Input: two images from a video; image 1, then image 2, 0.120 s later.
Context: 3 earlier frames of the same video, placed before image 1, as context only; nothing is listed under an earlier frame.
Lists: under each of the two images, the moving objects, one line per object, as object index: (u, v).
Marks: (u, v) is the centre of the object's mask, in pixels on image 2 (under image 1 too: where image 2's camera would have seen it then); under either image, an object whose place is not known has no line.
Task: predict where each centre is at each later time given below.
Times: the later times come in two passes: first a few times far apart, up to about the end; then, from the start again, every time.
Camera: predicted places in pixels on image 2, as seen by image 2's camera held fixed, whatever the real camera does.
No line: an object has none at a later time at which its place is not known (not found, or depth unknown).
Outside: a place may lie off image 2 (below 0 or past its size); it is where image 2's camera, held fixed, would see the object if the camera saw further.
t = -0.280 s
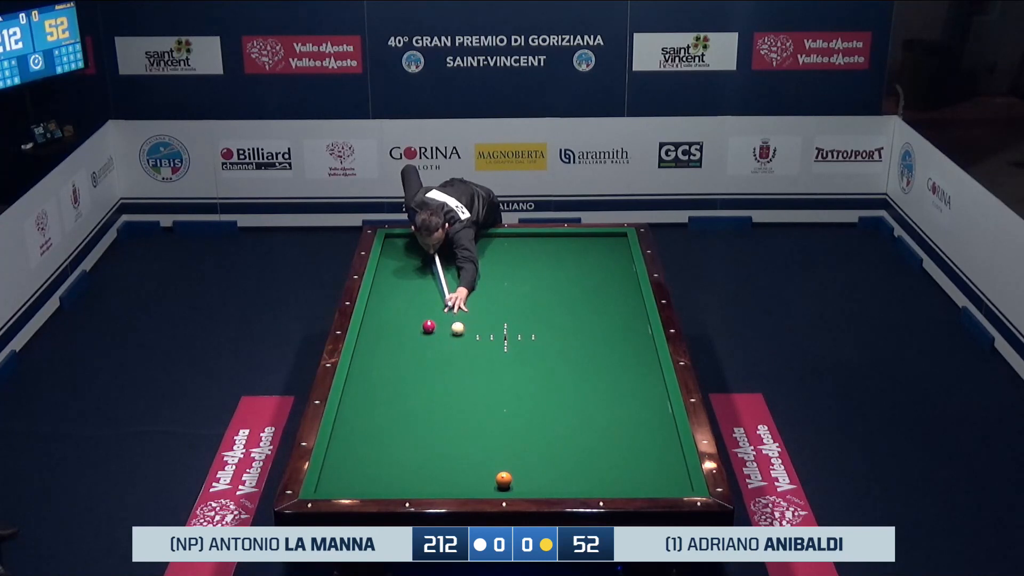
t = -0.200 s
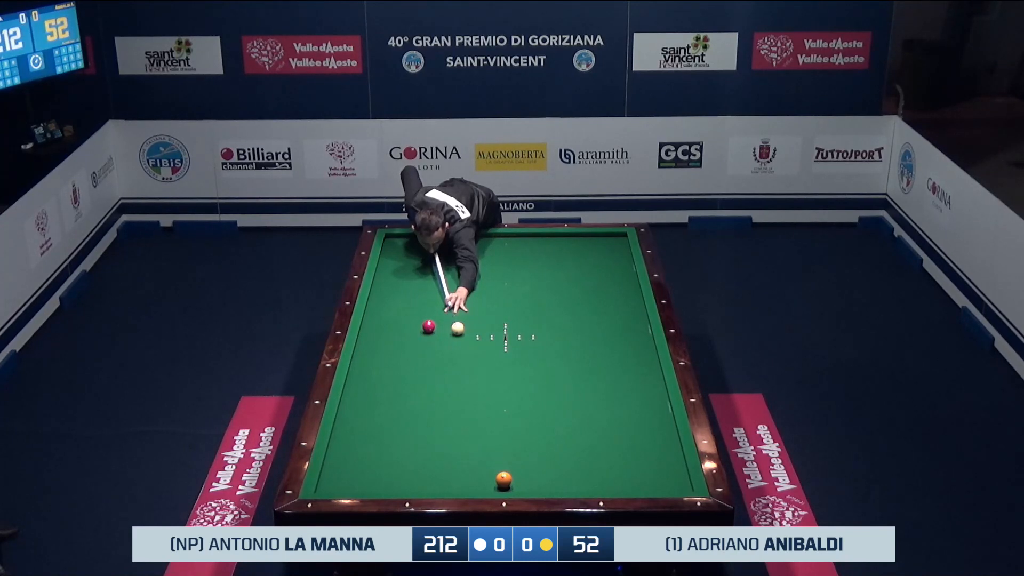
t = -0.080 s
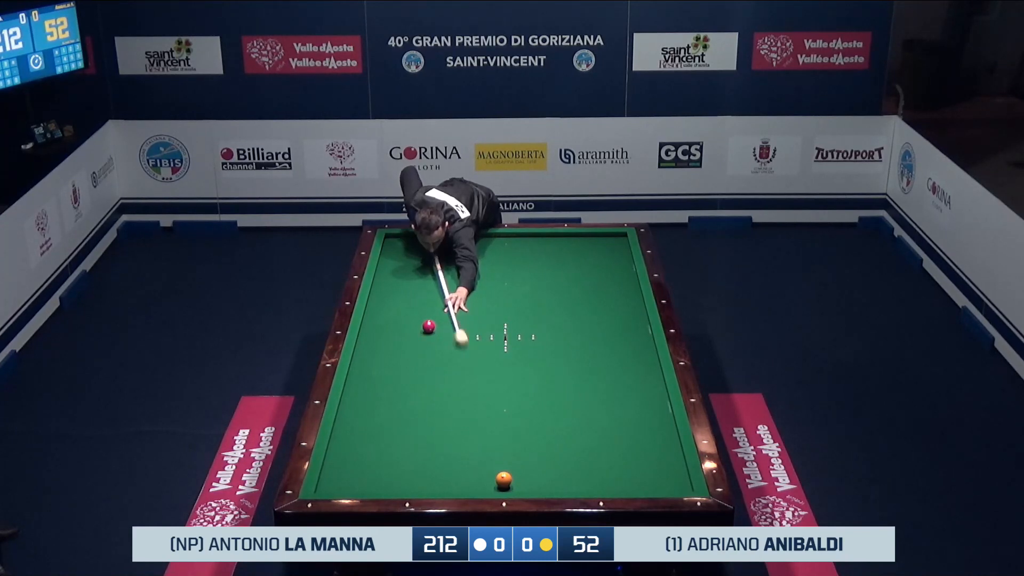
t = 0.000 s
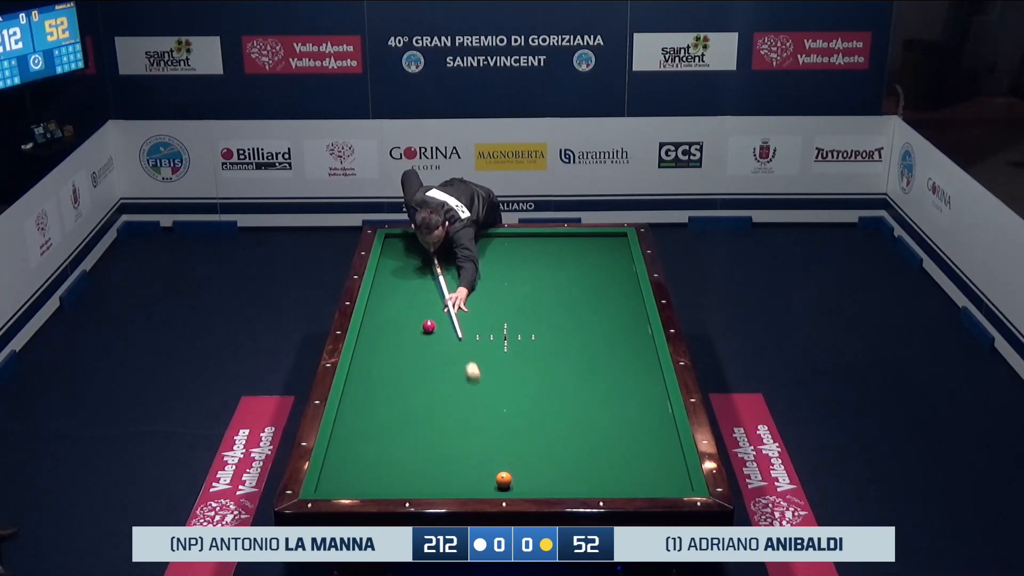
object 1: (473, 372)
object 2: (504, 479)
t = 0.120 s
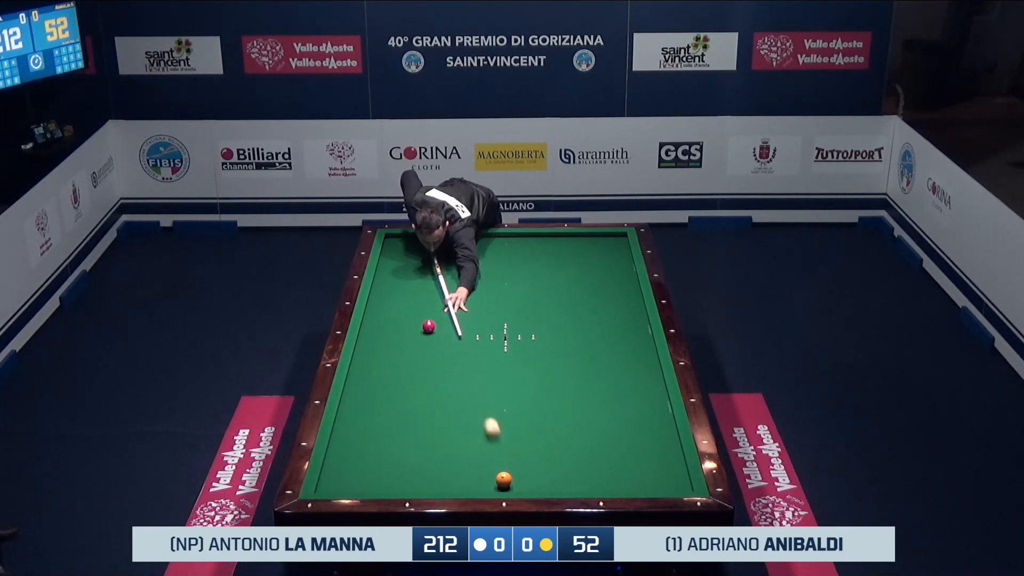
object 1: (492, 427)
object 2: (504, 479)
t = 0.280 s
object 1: (529, 474)
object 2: (501, 467)
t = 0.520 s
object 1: (583, 478)
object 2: (501, 392)
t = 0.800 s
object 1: (637, 479)
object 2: (500, 332)
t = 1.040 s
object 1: (683, 479)
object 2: (499, 292)
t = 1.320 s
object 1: (650, 479)
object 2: (498, 251)
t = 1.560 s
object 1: (624, 480)
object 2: (498, 245)
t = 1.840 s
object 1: (596, 480)
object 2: (499, 271)
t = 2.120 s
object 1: (568, 480)
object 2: (500, 296)
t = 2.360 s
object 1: (544, 480)
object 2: (501, 318)
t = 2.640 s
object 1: (518, 481)
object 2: (503, 347)
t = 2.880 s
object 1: (496, 481)
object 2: (504, 374)
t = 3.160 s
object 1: (471, 481)
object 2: (506, 408)
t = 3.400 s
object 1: (450, 481)
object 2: (507, 440)
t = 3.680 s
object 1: (427, 481)
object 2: (509, 481)
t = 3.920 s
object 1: (407, 481)
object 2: (510, 469)
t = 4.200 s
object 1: (386, 482)
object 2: (511, 445)
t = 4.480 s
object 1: (365, 482)
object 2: (512, 424)
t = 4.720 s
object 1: (348, 482)
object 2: (512, 406)
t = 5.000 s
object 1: (329, 482)
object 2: (513, 388)
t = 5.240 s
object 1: (332, 482)
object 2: (513, 373)
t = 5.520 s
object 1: (342, 482)
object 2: (514, 357)
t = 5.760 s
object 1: (351, 482)
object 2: (514, 344)
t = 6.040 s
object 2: (515, 331)
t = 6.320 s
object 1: (366, 482)
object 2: (516, 318)
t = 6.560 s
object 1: (372, 483)
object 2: (516, 305)
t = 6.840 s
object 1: (378, 482)
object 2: (516, 296)
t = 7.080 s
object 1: (383, 483)
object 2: (516, 287)
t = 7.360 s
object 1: (387, 482)
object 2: (517, 277)
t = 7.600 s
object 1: (391, 482)
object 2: (517, 269)
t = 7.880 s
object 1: (393, 483)
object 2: (517, 260)
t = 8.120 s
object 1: (396, 483)
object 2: (517, 253)
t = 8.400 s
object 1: (397, 483)
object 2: (517, 245)
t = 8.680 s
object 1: (398, 483)
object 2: (517, 237)
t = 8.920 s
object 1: (399, 483)
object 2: (517, 237)
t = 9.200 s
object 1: (399, 483)
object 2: (518, 241)
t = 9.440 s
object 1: (399, 483)
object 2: (518, 245)
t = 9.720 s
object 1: (399, 483)
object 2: (518, 249)
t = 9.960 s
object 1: (399, 483)
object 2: (518, 252)
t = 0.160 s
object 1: (499, 449)
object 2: (504, 479)
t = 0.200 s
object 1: (507, 467)
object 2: (504, 480)
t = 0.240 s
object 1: (518, 473)
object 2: (501, 482)
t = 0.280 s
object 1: (529, 474)
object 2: (501, 467)
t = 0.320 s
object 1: (539, 476)
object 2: (501, 452)
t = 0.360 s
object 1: (550, 477)
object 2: (501, 438)
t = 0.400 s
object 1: (559, 478)
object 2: (501, 425)
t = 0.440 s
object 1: (567, 478)
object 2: (501, 413)
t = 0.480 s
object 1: (575, 478)
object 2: (500, 402)
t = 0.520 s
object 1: (583, 478)
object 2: (501, 392)
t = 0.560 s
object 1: (591, 478)
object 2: (500, 382)
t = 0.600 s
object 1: (599, 478)
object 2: (500, 372)
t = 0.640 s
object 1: (606, 479)
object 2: (500, 363)
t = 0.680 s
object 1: (614, 479)
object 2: (500, 355)
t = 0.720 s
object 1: (622, 479)
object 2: (500, 348)
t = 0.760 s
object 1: (629, 479)
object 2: (500, 340)
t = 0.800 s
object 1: (637, 479)
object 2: (500, 332)
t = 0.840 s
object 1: (644, 479)
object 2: (500, 325)
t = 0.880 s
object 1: (652, 479)
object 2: (500, 318)
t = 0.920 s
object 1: (660, 479)
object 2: (500, 311)
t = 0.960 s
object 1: (667, 479)
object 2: (500, 304)
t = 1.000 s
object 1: (675, 479)
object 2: (499, 298)
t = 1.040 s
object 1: (683, 479)
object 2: (499, 292)
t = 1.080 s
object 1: (678, 479)
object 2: (499, 285)
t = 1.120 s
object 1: (672, 479)
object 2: (499, 279)
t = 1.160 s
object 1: (668, 479)
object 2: (499, 273)
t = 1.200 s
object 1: (663, 479)
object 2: (499, 268)
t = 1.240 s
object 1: (658, 479)
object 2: (498, 262)
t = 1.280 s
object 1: (654, 479)
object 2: (498, 257)
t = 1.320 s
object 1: (650, 479)
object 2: (498, 251)
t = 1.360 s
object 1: (646, 479)
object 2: (498, 246)
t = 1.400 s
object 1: (641, 480)
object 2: (498, 241)
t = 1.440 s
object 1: (637, 480)
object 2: (498, 236)
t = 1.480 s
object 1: (633, 480)
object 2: (498, 237)
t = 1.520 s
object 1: (629, 480)
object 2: (498, 241)
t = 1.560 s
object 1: (624, 480)
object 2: (498, 245)
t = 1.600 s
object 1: (620, 480)
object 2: (498, 249)
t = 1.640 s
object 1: (616, 480)
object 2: (498, 253)
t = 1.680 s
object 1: (612, 480)
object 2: (498, 257)
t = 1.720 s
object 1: (608, 480)
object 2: (499, 261)
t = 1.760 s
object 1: (604, 480)
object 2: (499, 264)
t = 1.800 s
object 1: (600, 480)
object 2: (499, 268)
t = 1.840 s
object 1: (596, 480)
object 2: (499, 271)
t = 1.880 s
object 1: (592, 480)
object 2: (499, 274)
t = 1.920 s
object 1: (588, 480)
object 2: (500, 278)
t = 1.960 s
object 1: (584, 480)
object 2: (500, 281)
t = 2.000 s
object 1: (580, 480)
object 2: (500, 285)
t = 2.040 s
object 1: (575, 480)
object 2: (500, 288)
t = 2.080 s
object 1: (572, 480)
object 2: (500, 292)
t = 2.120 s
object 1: (568, 480)
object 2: (500, 296)
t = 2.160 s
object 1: (564, 480)
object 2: (501, 299)
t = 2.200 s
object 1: (560, 480)
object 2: (501, 303)
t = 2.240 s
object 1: (556, 480)
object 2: (501, 307)
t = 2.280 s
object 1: (552, 480)
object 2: (501, 311)
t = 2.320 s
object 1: (548, 480)
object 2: (501, 314)
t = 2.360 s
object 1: (544, 480)
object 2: (501, 318)
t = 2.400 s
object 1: (540, 480)
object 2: (502, 322)
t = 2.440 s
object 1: (536, 480)
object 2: (502, 326)
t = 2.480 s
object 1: (533, 480)
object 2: (502, 330)
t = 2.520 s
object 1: (529, 480)
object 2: (502, 334)
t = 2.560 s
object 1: (525, 481)
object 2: (502, 338)
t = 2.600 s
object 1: (521, 481)
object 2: (503, 343)
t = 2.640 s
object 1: (518, 481)
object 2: (503, 347)
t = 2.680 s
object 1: (514, 481)
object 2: (503, 351)
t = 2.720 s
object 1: (510, 481)
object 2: (503, 355)
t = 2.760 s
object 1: (507, 481)
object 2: (503, 360)
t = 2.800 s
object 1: (503, 481)
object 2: (504, 364)
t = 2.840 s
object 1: (499, 481)
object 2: (504, 369)
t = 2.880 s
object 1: (496, 481)
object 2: (504, 374)
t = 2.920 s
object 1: (492, 481)
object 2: (504, 378)
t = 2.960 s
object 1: (489, 481)
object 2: (505, 383)
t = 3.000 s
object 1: (485, 481)
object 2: (505, 388)
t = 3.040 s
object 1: (481, 481)
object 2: (505, 392)
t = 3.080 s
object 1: (478, 481)
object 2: (505, 398)
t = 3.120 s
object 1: (474, 481)
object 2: (506, 403)
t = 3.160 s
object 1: (471, 481)
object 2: (506, 408)
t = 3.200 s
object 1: (467, 481)
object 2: (506, 413)
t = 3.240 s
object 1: (464, 481)
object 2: (506, 418)
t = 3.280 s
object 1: (460, 481)
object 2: (506, 423)
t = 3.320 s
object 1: (457, 481)
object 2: (506, 429)
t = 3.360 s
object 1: (453, 481)
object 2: (507, 434)
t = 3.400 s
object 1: (450, 481)
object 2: (507, 440)
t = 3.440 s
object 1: (447, 481)
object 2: (507, 445)
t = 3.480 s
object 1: (443, 481)
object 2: (508, 451)
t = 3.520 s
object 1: (440, 481)
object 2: (508, 457)
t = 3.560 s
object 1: (436, 481)
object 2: (508, 463)
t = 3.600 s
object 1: (433, 481)
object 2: (508, 469)
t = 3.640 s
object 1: (430, 481)
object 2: (509, 475)
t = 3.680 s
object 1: (427, 481)
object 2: (509, 481)
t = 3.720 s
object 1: (423, 481)
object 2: (509, 486)
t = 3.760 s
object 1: (420, 481)
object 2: (509, 485)
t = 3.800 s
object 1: (417, 482)
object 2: (509, 480)
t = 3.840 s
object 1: (414, 481)
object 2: (509, 476)
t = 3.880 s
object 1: (411, 481)
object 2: (510, 472)
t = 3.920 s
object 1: (407, 481)
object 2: (510, 469)
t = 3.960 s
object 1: (404, 481)
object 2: (510, 465)
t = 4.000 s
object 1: (401, 481)
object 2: (510, 461)
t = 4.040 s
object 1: (398, 482)
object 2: (510, 458)
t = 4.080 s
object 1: (395, 482)
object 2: (510, 455)
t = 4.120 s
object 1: (392, 482)
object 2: (511, 452)
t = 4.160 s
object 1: (389, 482)
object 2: (511, 448)
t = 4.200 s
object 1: (386, 482)
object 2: (511, 445)
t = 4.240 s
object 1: (383, 482)
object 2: (511, 442)
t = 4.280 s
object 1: (380, 482)
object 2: (511, 439)
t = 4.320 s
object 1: (377, 482)
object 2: (511, 436)
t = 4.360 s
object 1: (374, 481)
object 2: (511, 432)
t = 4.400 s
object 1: (371, 482)
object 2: (511, 429)
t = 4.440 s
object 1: (368, 482)
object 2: (512, 427)
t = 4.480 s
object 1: (365, 482)
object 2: (512, 424)
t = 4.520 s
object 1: (362, 482)
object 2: (512, 421)
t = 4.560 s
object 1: (359, 481)
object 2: (512, 417)
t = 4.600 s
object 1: (357, 482)
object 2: (512, 415)
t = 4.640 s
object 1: (354, 482)
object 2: (512, 412)
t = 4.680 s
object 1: (351, 481)
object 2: (512, 409)
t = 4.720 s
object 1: (348, 482)
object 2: (512, 406)
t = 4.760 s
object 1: (345, 482)
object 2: (512, 404)
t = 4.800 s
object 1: (342, 481)
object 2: (512, 401)
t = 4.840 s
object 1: (340, 481)
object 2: (512, 398)
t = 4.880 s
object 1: (337, 481)
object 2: (512, 396)
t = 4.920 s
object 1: (334, 482)
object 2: (512, 393)
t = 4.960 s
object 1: (332, 481)
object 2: (513, 390)
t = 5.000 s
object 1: (329, 482)
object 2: (513, 388)
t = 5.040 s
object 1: (327, 482)
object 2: (513, 385)
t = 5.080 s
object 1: (327, 482)
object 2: (513, 383)
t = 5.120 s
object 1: (328, 482)
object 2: (513, 380)
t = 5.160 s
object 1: (329, 482)
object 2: (513, 378)
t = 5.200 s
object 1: (331, 482)
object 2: (513, 375)
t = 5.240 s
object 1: (332, 482)
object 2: (513, 373)
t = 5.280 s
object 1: (334, 482)
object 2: (513, 371)
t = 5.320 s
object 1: (335, 482)
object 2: (514, 368)
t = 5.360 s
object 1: (336, 482)
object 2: (514, 366)
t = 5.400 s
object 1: (338, 482)
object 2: (514, 364)
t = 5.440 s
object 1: (340, 482)
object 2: (514, 362)
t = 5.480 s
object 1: (341, 482)
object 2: (514, 359)
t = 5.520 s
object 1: (342, 482)
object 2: (514, 357)
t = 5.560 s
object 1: (343, 482)
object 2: (514, 355)
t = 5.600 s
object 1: (345, 482)
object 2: (514, 353)
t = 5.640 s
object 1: (346, 482)
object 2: (514, 351)
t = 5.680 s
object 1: (347, 482)
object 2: (514, 348)
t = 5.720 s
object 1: (349, 482)
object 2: (514, 346)
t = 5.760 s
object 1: (351, 482)
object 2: (514, 344)
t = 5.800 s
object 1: (355, 480)
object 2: (514, 342)
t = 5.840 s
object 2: (515, 340)
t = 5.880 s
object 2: (514, 338)
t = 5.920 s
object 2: (515, 336)
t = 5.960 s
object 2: (515, 334)
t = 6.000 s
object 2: (515, 333)
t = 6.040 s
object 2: (515, 331)
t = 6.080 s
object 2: (515, 329)
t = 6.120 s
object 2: (515, 327)
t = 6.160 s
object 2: (515, 325)
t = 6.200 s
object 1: (360, 481)
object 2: (515, 323)
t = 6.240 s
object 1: (364, 482)
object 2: (515, 321)
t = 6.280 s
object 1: (365, 482)
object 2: (515, 320)
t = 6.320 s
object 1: (366, 482)
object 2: (516, 318)
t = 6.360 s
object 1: (367, 482)
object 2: (516, 316)
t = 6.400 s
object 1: (368, 483)
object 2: (516, 314)
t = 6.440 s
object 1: (369, 483)
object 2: (516, 312)
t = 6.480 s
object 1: (370, 482)
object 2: (517, 309)
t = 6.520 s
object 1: (371, 482)
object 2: (516, 306)
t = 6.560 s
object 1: (372, 483)
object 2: (516, 305)
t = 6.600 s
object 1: (373, 483)
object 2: (516, 305)
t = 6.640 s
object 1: (374, 482)
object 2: (516, 304)
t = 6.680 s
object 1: (375, 482)
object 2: (516, 302)
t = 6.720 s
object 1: (376, 482)
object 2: (516, 301)
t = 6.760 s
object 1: (376, 482)
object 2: (516, 299)
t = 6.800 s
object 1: (377, 482)
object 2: (516, 298)
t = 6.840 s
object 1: (378, 482)
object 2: (516, 296)
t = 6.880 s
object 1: (379, 482)
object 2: (516, 295)
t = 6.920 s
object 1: (380, 483)
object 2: (516, 293)
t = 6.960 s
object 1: (380, 482)
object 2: (516, 292)
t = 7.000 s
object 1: (381, 482)
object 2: (517, 290)
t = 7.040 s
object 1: (382, 482)
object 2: (516, 288)
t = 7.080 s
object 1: (383, 483)
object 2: (516, 287)
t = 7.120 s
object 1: (383, 483)
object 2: (516, 286)
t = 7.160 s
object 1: (384, 483)
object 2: (517, 284)
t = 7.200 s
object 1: (385, 482)
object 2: (516, 283)
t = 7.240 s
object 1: (385, 482)
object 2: (517, 281)
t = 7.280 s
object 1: (386, 482)
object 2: (517, 280)
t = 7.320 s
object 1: (387, 482)
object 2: (517, 278)
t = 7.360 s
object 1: (387, 482)
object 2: (517, 277)
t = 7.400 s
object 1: (388, 482)
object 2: (517, 275)
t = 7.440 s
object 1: (388, 482)
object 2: (517, 274)
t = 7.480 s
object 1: (389, 482)
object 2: (517, 273)
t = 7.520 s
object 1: (390, 482)
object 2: (517, 271)
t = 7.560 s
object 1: (390, 482)
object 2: (517, 270)
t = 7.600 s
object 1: (391, 482)
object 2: (517, 269)
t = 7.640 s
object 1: (391, 482)
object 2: (517, 267)
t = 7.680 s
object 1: (391, 483)
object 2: (517, 266)
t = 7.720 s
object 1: (392, 483)
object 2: (517, 265)
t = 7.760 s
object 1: (392, 483)
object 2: (517, 264)
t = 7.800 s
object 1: (393, 483)
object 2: (517, 262)
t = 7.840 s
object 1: (393, 483)
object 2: (517, 261)
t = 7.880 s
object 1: (393, 483)
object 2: (517, 260)
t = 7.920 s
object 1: (394, 483)
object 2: (517, 259)
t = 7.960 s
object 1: (394, 483)
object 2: (517, 257)
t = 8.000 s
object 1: (395, 483)
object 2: (517, 256)
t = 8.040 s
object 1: (395, 483)
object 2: (517, 255)
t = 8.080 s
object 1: (395, 483)
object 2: (517, 254)
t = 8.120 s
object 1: (396, 483)
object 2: (517, 253)
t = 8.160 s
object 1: (396, 483)
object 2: (517, 251)
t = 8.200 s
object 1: (396, 483)
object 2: (517, 250)
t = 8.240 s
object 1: (396, 483)
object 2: (517, 249)
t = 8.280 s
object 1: (397, 483)
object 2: (517, 248)
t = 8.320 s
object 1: (397, 483)
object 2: (517, 247)
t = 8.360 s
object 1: (397, 483)
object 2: (517, 246)
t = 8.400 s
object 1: (397, 483)
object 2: (517, 245)
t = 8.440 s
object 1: (397, 483)
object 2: (517, 244)
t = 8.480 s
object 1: (398, 482)
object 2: (517, 243)
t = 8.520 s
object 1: (398, 482)
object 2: (517, 241)
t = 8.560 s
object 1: (398, 483)
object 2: (517, 240)
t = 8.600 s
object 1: (398, 483)
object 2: (517, 239)
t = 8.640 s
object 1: (398, 483)
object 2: (517, 238)
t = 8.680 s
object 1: (398, 483)
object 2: (517, 237)
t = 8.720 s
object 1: (398, 483)
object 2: (517, 236)
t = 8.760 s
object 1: (398, 483)
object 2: (517, 235)
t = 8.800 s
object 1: (398, 482)
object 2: (517, 235)
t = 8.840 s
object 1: (398, 482)
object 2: (517, 236)
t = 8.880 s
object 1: (399, 482)
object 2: (517, 236)
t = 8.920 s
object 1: (399, 483)
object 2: (517, 237)
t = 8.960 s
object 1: (399, 483)
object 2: (517, 238)
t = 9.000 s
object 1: (399, 483)
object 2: (517, 238)
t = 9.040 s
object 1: (399, 483)
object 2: (517, 239)
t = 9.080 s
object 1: (399, 483)
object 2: (518, 239)
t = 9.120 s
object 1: (399, 483)
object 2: (518, 240)
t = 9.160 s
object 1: (399, 483)
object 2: (518, 241)
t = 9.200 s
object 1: (399, 483)
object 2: (518, 241)
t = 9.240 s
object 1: (399, 483)
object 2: (518, 242)
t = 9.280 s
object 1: (399, 483)
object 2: (518, 243)
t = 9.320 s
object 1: (399, 483)
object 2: (518, 243)
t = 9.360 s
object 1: (399, 483)
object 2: (518, 244)
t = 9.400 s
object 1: (399, 483)
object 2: (518, 244)
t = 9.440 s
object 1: (399, 483)
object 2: (518, 245)
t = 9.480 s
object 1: (399, 483)
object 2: (518, 245)
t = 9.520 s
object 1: (399, 483)
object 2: (518, 246)
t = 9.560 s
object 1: (399, 483)
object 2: (518, 246)
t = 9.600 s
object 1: (399, 483)
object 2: (518, 247)
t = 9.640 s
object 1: (399, 483)
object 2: (518, 248)
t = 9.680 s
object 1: (399, 483)
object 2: (518, 248)
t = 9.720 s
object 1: (399, 483)
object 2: (518, 249)
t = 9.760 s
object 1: (399, 483)
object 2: (518, 249)
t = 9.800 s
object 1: (399, 483)
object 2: (518, 250)
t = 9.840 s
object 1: (399, 483)
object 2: (518, 251)
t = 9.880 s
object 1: (399, 483)
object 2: (518, 251)
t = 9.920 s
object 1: (399, 483)
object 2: (518, 252)
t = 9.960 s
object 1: (399, 483)
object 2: (518, 252)
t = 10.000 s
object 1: (399, 483)
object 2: (518, 253)
